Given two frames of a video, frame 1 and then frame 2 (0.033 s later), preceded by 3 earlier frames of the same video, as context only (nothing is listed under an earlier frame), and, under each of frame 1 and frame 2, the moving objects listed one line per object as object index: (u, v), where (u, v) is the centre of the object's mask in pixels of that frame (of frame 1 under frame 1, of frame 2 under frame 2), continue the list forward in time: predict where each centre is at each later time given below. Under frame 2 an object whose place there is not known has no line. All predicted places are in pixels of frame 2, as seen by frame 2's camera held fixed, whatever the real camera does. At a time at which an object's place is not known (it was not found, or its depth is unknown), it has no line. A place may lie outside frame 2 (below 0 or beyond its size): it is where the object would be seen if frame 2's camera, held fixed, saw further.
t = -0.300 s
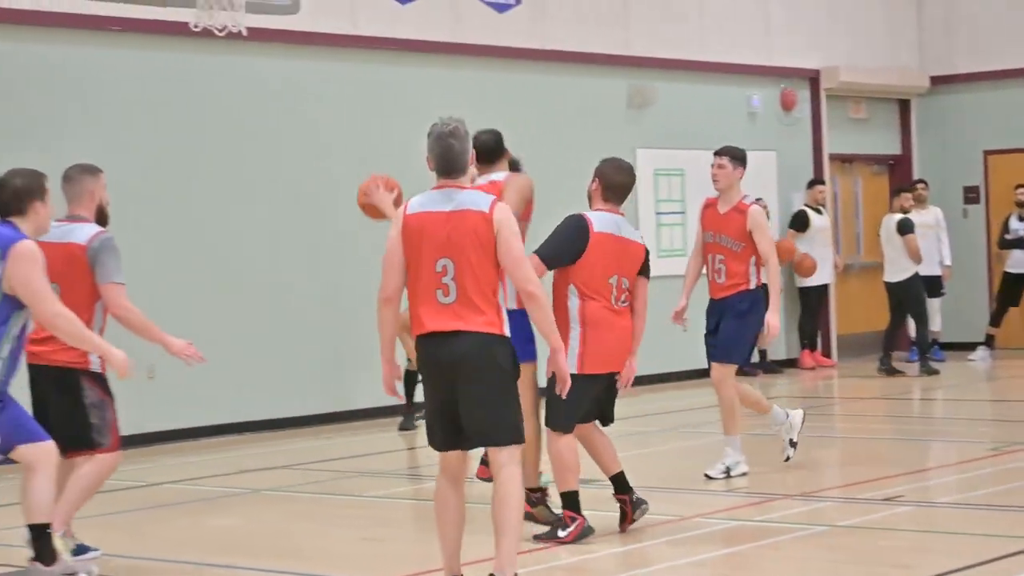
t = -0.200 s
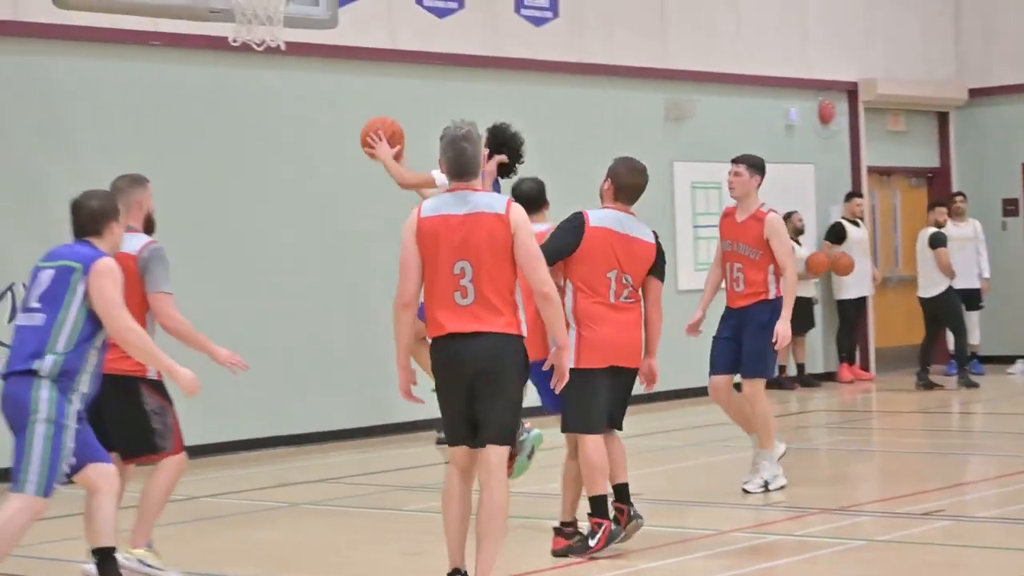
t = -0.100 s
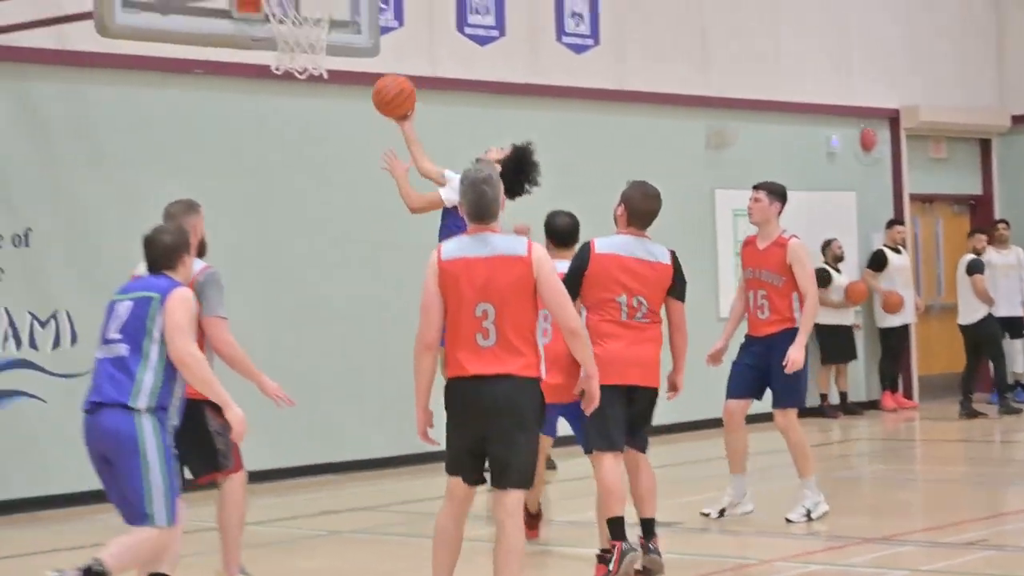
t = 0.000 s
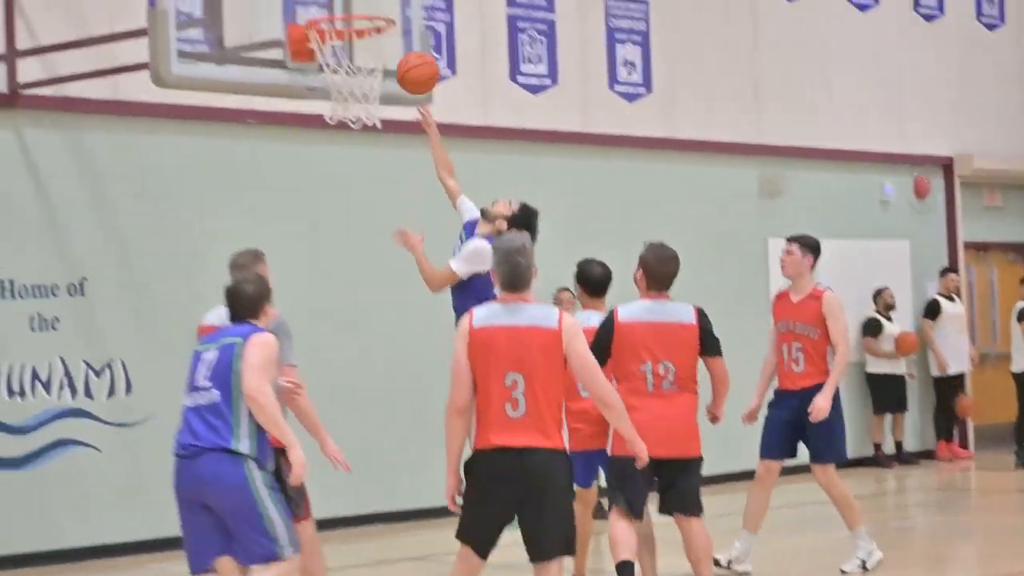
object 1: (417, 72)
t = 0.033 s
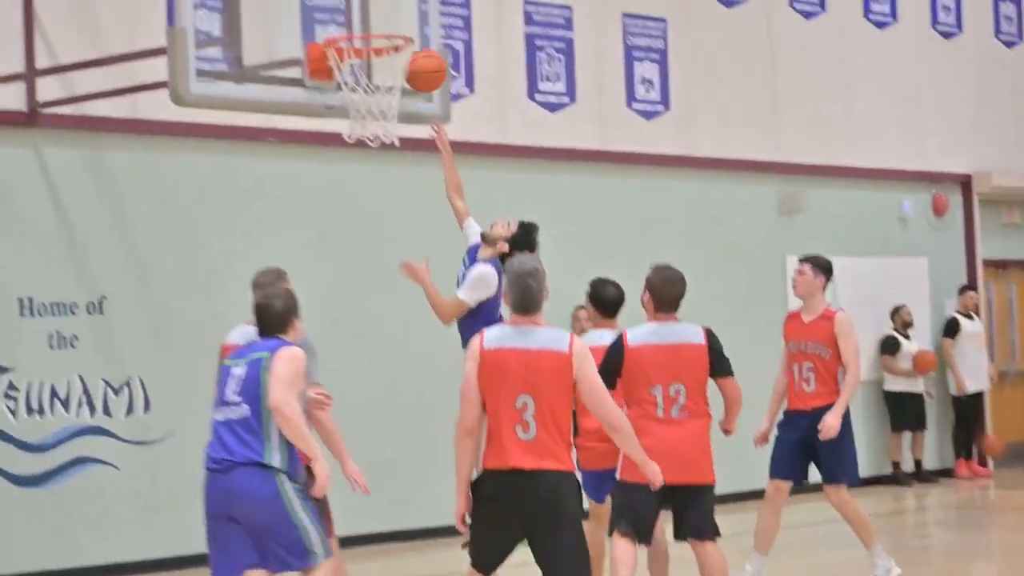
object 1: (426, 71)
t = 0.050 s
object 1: (424, 62)
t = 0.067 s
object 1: (414, 52)
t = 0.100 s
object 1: (403, 34)
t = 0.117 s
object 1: (397, 27)
